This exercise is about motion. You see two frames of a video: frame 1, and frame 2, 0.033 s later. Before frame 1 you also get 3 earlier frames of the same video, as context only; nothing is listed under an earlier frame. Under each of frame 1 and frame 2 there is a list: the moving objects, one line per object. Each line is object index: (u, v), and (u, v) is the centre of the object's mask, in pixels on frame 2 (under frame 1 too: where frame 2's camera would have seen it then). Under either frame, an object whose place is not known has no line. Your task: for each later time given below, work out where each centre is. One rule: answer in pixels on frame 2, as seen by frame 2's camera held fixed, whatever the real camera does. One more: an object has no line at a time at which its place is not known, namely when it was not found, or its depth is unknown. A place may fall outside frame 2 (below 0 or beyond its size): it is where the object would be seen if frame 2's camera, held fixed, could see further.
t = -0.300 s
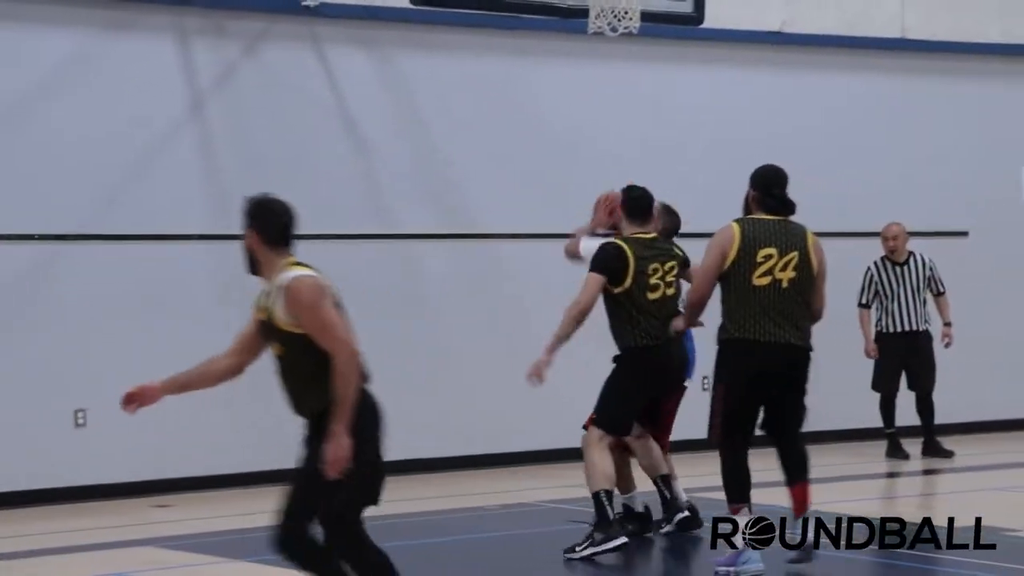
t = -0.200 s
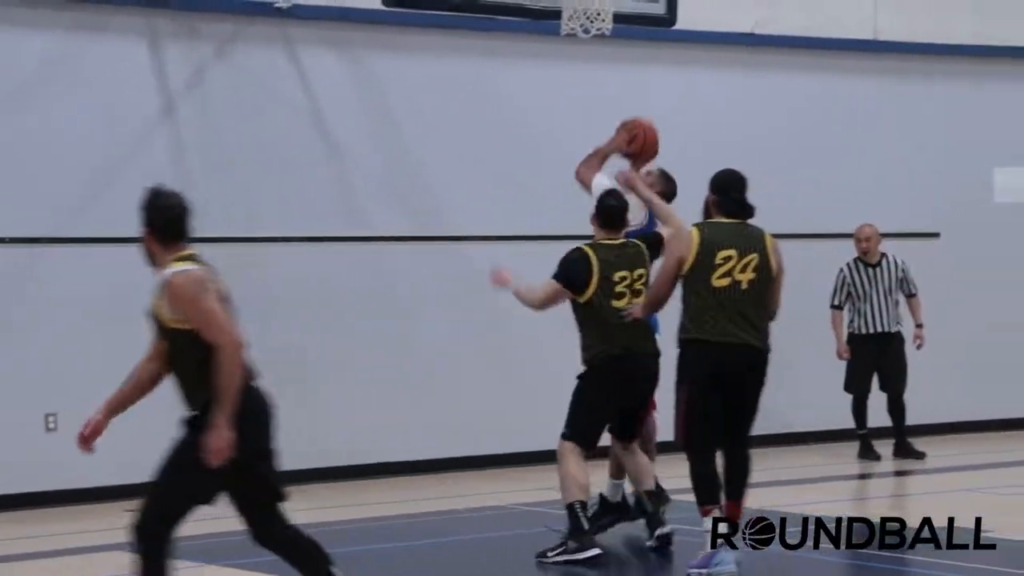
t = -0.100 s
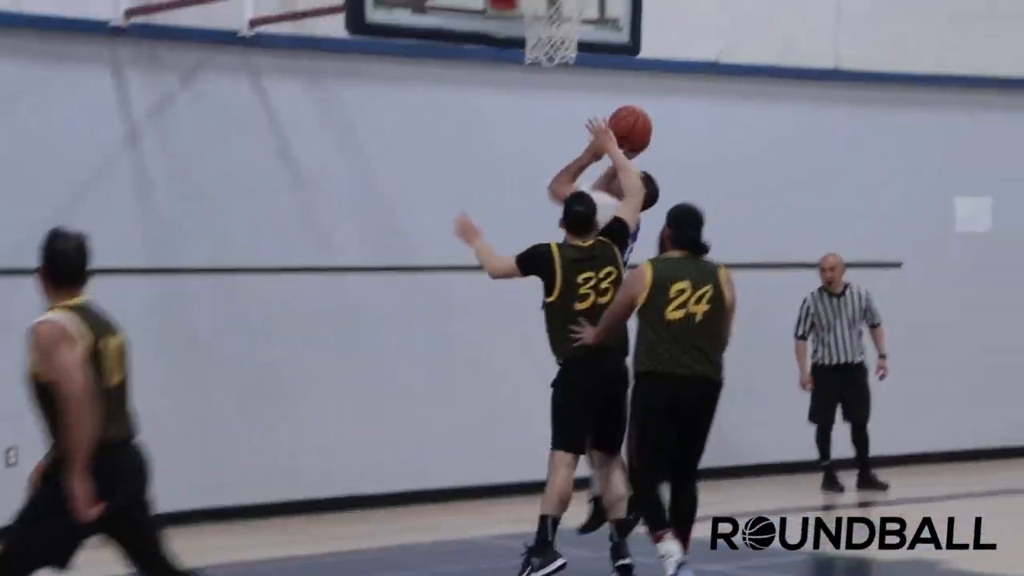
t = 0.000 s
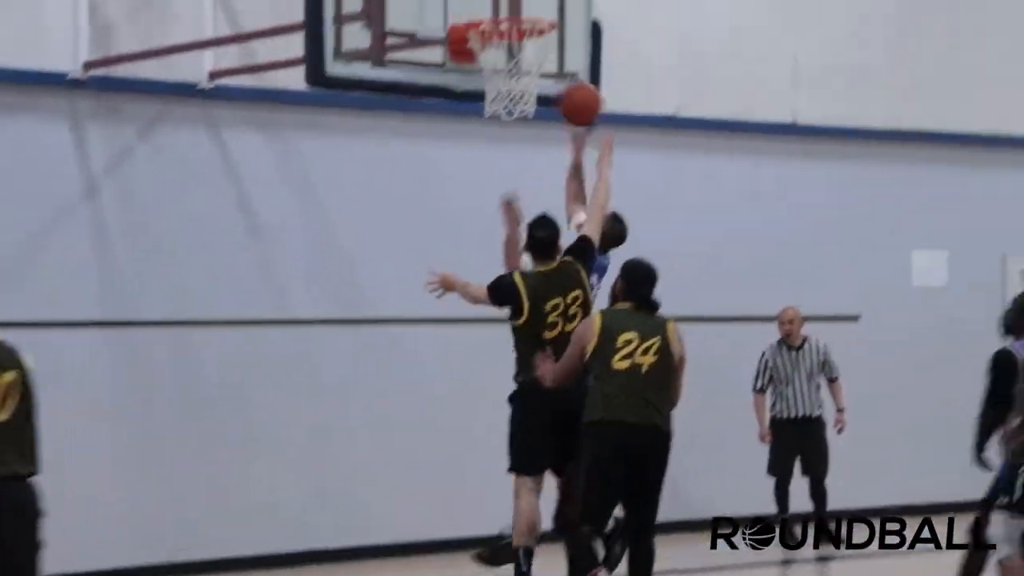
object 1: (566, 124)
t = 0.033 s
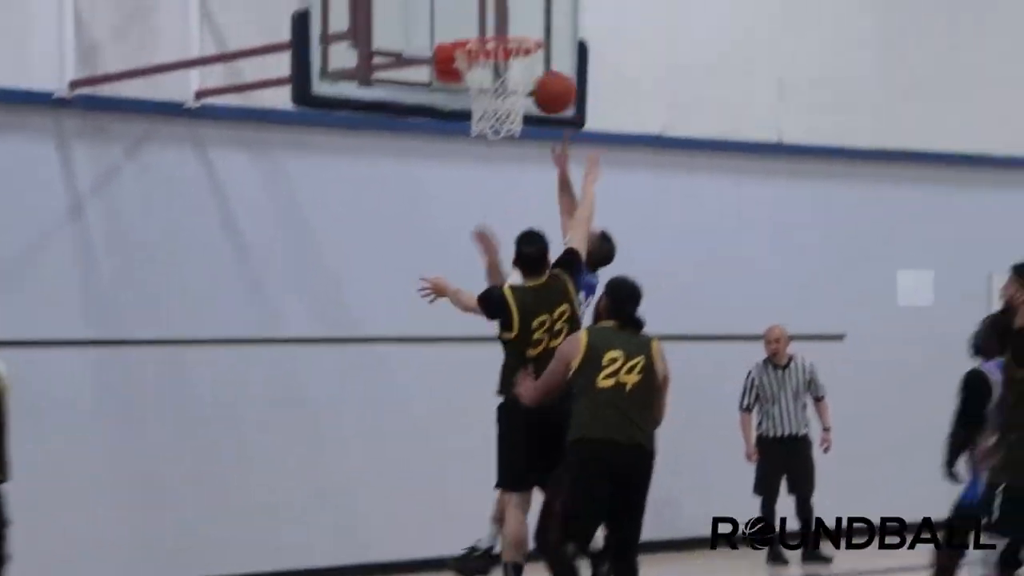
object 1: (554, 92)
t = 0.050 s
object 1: (550, 80)
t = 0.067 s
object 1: (549, 65)
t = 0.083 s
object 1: (542, 45)
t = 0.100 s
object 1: (531, 30)
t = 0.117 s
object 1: (523, 21)
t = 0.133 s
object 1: (516, 11)
